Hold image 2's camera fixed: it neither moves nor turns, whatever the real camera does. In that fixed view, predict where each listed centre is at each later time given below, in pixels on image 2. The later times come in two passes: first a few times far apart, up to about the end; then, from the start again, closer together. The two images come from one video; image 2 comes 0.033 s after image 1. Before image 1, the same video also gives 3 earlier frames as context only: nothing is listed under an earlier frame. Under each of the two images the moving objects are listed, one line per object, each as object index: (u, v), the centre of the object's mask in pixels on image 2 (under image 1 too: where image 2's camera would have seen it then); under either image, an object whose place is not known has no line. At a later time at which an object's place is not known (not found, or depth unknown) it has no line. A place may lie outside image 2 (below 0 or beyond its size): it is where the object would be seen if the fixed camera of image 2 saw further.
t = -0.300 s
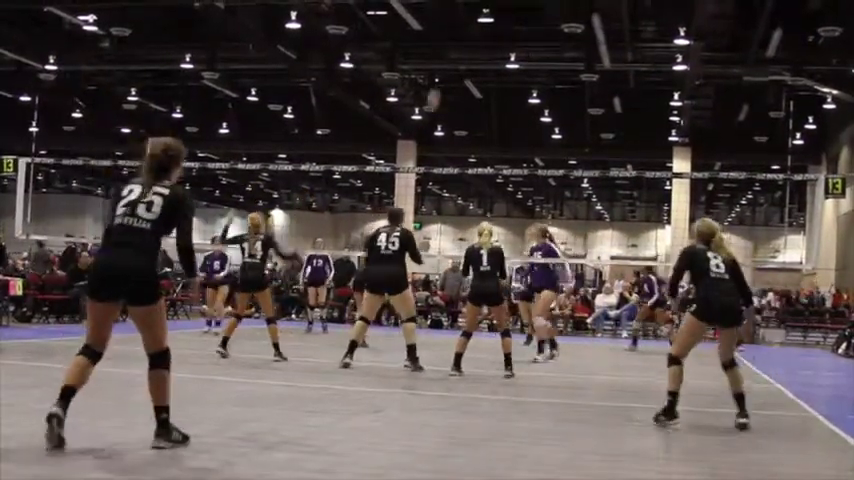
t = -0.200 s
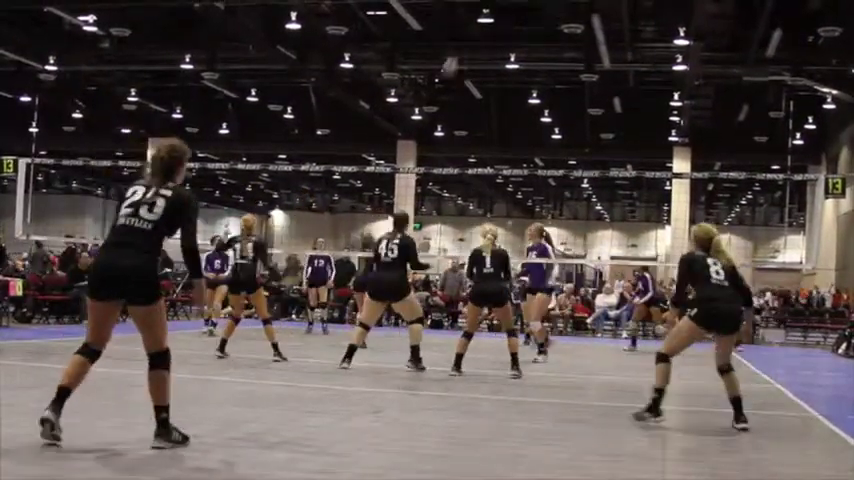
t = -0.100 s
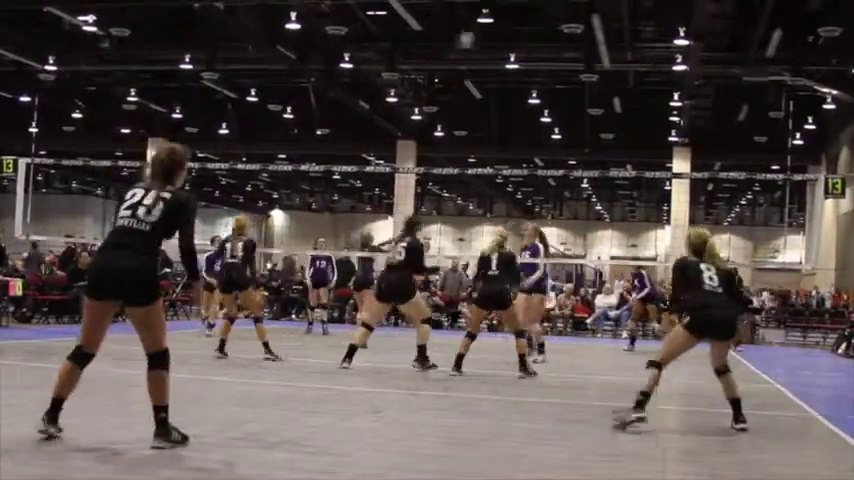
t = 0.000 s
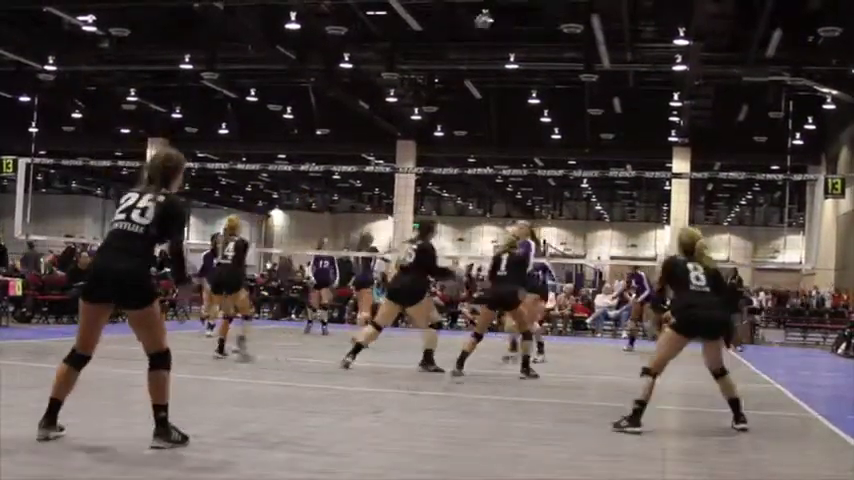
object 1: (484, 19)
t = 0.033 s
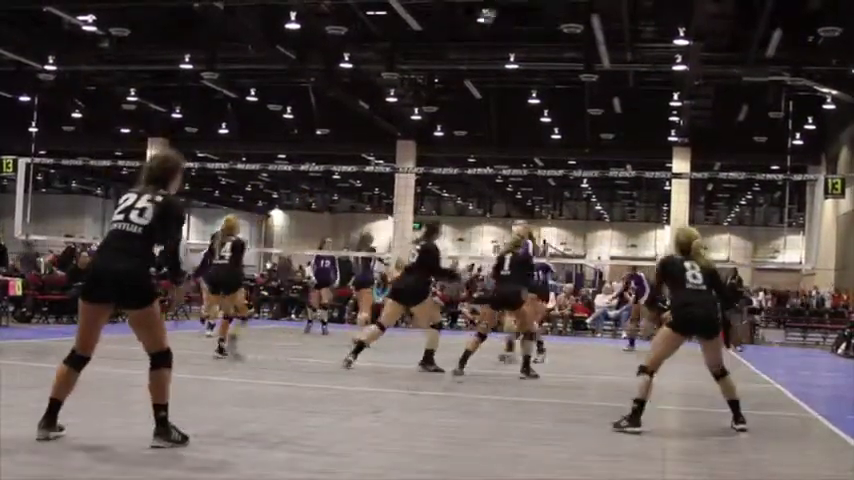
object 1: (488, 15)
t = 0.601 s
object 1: (573, 44)
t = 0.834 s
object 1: (605, 121)
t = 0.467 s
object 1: (553, 19)
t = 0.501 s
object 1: (559, 24)
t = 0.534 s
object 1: (562, 31)
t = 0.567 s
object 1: (569, 36)
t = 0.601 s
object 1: (573, 44)
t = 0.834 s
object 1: (605, 121)
